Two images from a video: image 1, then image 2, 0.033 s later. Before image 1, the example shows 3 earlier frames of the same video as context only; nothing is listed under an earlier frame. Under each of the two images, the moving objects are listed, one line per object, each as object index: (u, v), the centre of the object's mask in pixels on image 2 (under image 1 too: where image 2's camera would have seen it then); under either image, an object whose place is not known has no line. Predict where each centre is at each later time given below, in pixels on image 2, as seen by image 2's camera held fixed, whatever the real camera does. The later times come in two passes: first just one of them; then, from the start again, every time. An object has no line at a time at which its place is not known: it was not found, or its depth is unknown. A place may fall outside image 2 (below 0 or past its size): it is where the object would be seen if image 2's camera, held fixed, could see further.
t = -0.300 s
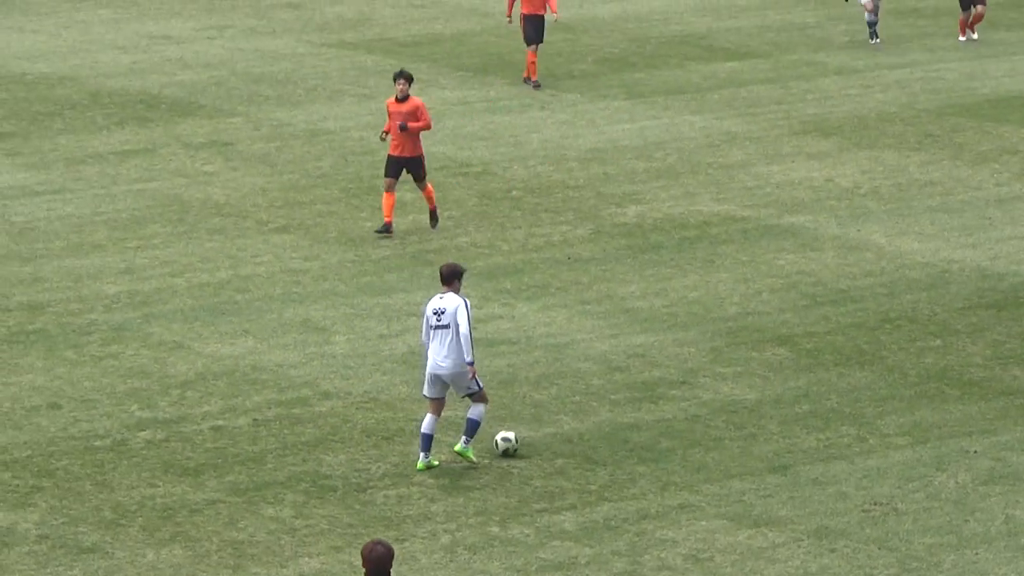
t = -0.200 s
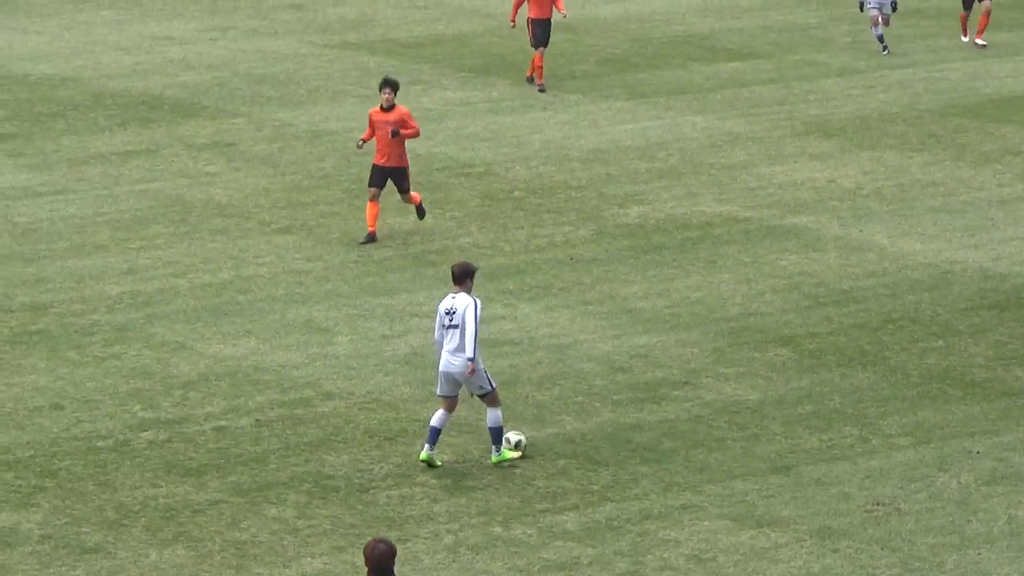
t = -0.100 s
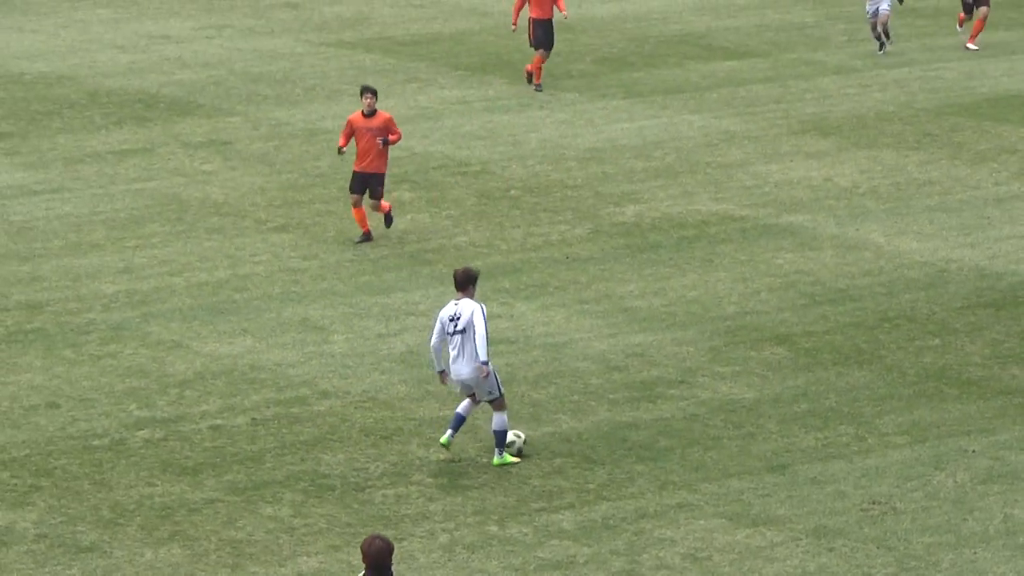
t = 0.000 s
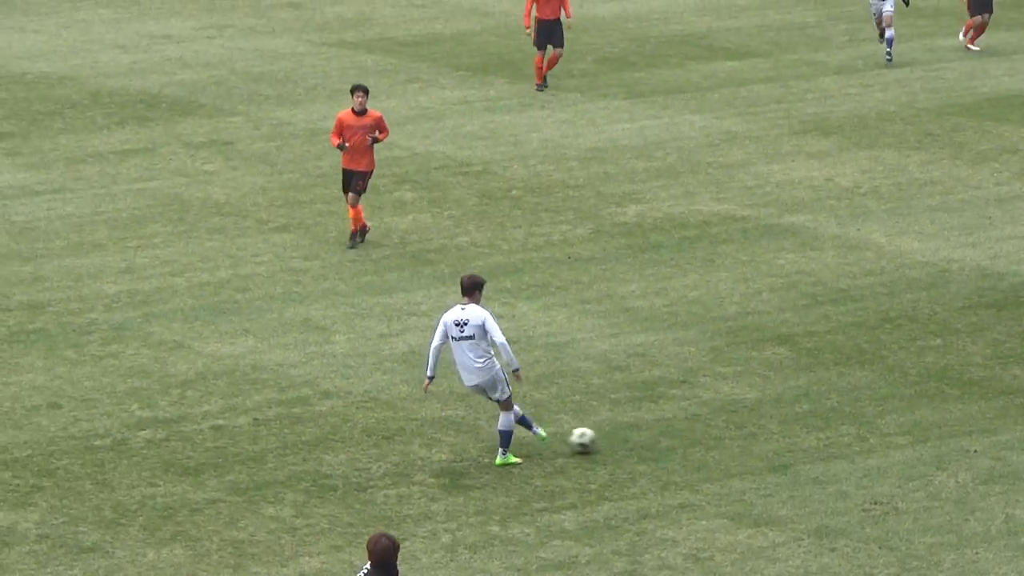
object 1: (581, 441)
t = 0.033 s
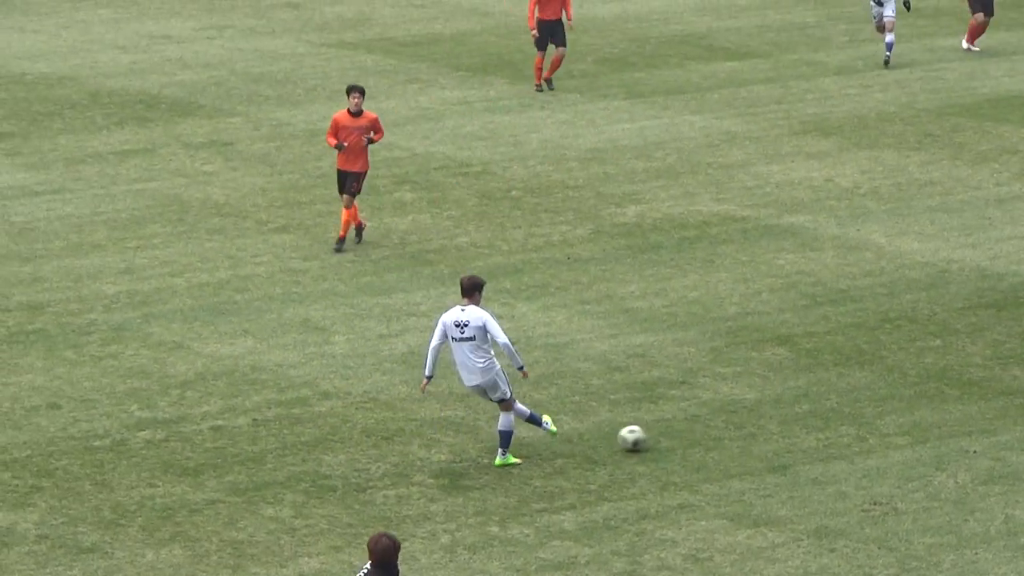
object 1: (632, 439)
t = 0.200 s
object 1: (867, 430)
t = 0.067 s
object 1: (680, 435)
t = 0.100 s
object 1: (727, 432)
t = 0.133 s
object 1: (774, 431)
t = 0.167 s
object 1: (822, 430)
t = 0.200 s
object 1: (867, 430)
